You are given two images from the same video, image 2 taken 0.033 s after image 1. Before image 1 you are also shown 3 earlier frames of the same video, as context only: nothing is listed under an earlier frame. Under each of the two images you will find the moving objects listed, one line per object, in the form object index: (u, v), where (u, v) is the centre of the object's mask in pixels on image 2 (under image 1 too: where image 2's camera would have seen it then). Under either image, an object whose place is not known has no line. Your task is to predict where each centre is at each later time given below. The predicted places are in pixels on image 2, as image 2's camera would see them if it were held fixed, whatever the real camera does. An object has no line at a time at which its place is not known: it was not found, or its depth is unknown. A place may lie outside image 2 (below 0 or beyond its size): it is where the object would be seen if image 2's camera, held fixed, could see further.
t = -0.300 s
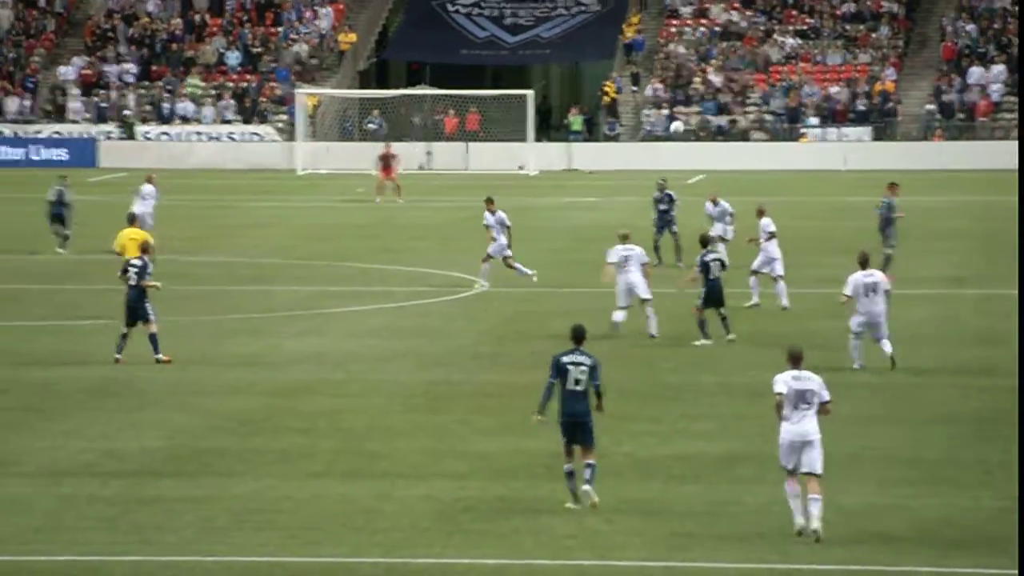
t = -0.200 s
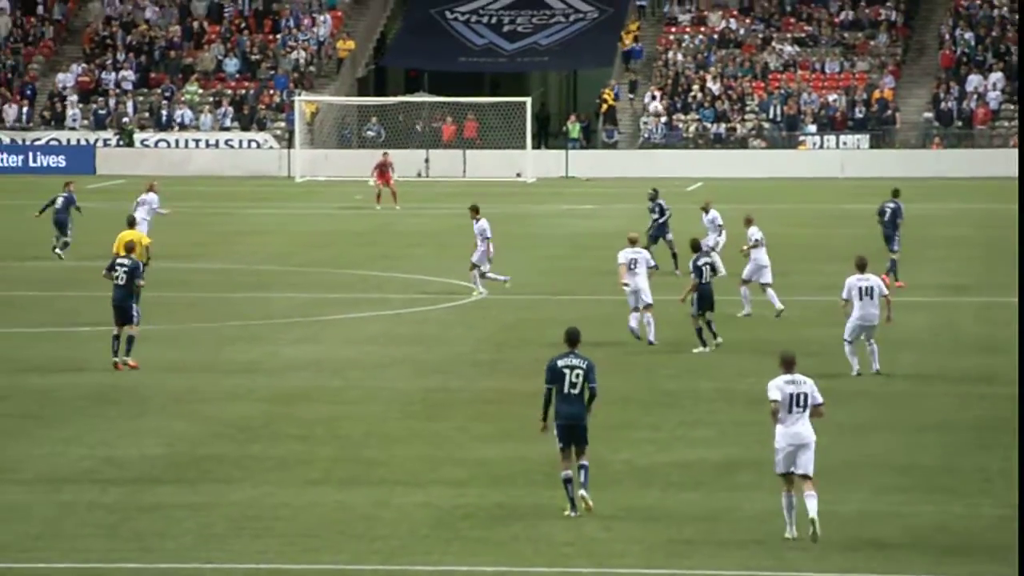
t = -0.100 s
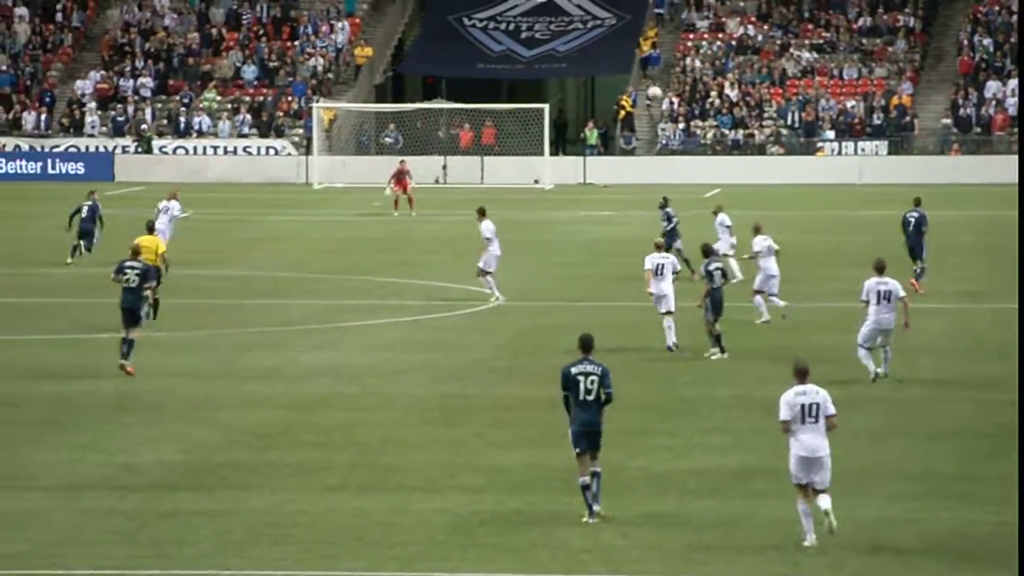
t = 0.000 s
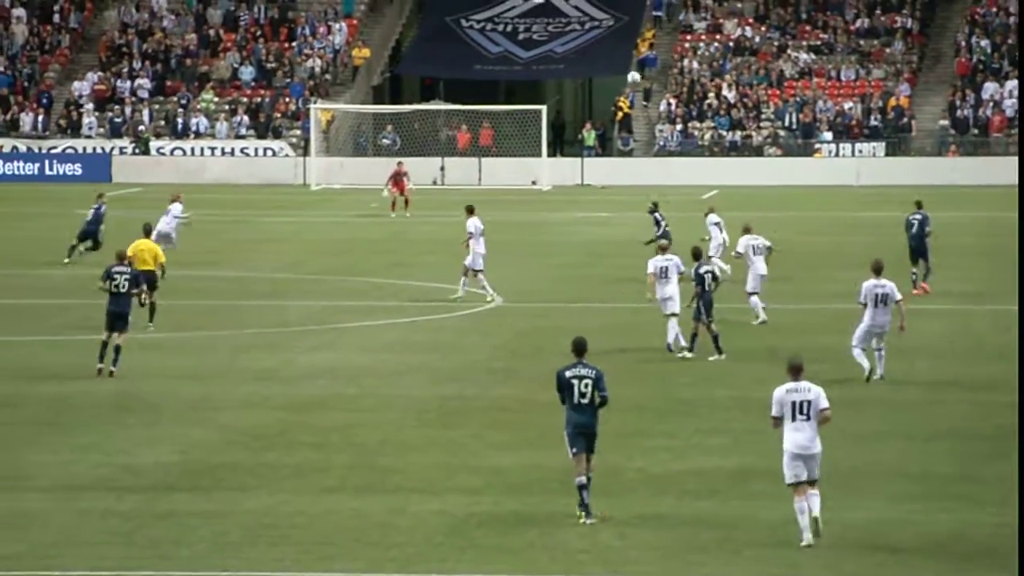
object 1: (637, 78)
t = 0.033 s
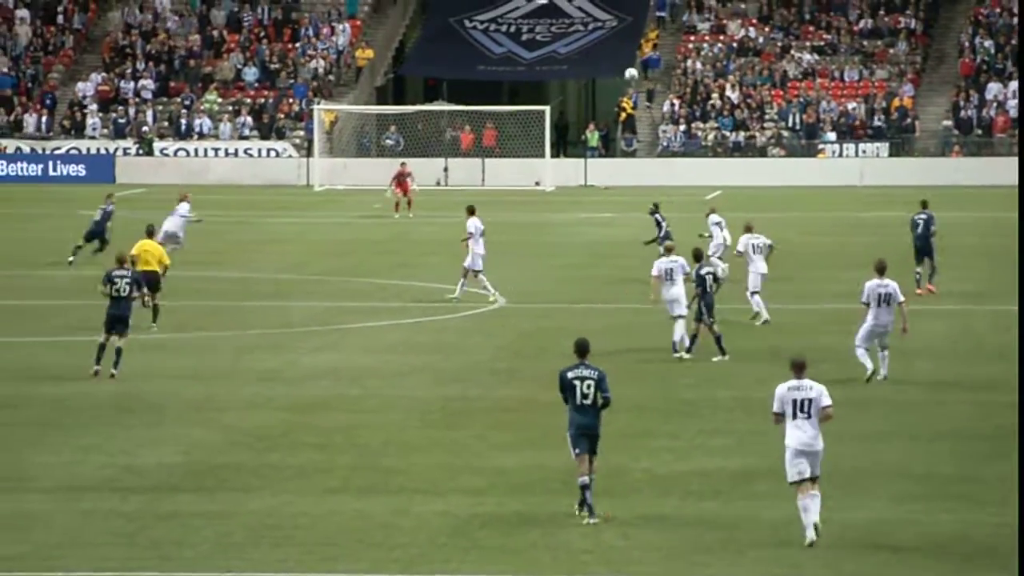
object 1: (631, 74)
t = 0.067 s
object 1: (625, 70)
